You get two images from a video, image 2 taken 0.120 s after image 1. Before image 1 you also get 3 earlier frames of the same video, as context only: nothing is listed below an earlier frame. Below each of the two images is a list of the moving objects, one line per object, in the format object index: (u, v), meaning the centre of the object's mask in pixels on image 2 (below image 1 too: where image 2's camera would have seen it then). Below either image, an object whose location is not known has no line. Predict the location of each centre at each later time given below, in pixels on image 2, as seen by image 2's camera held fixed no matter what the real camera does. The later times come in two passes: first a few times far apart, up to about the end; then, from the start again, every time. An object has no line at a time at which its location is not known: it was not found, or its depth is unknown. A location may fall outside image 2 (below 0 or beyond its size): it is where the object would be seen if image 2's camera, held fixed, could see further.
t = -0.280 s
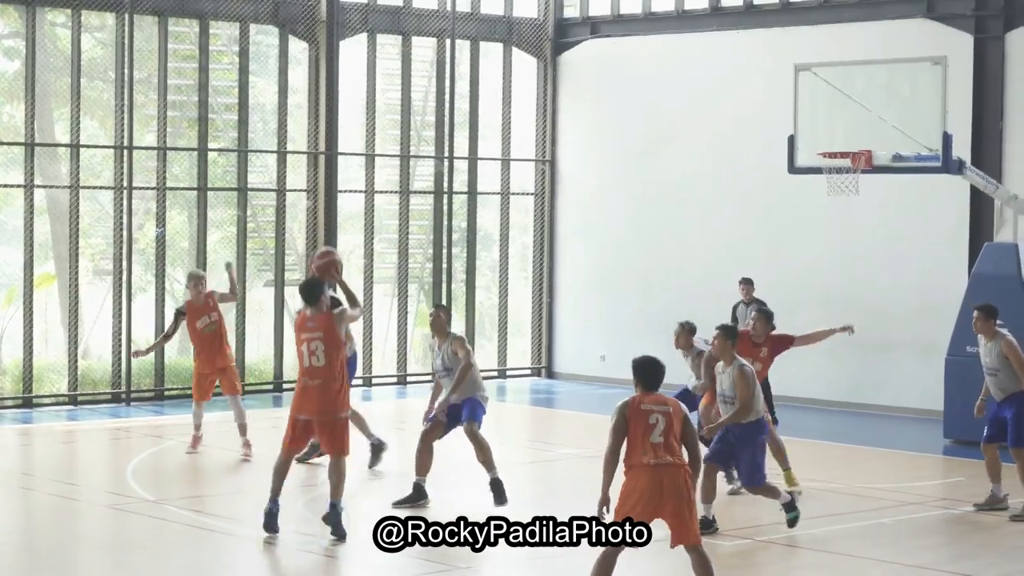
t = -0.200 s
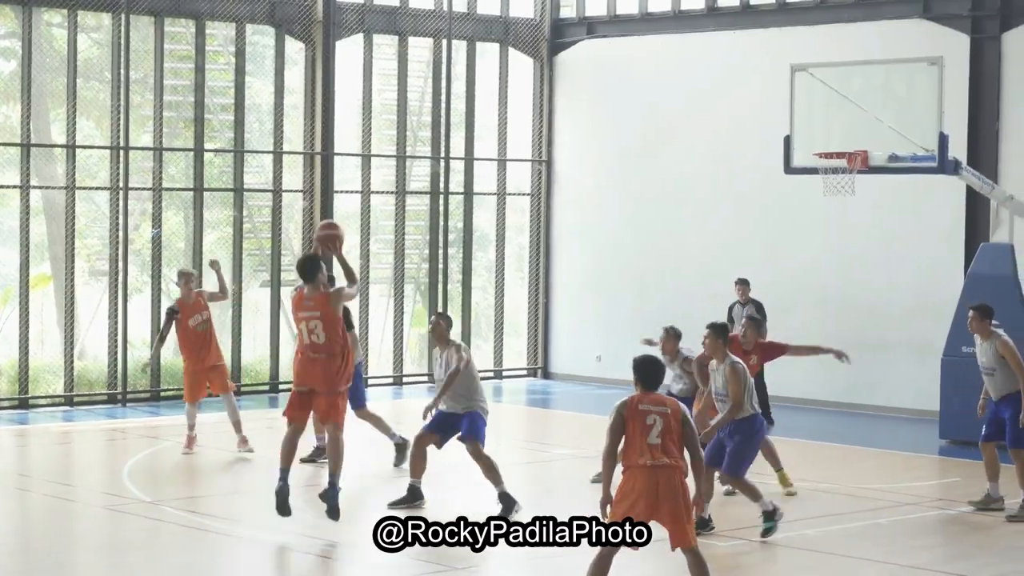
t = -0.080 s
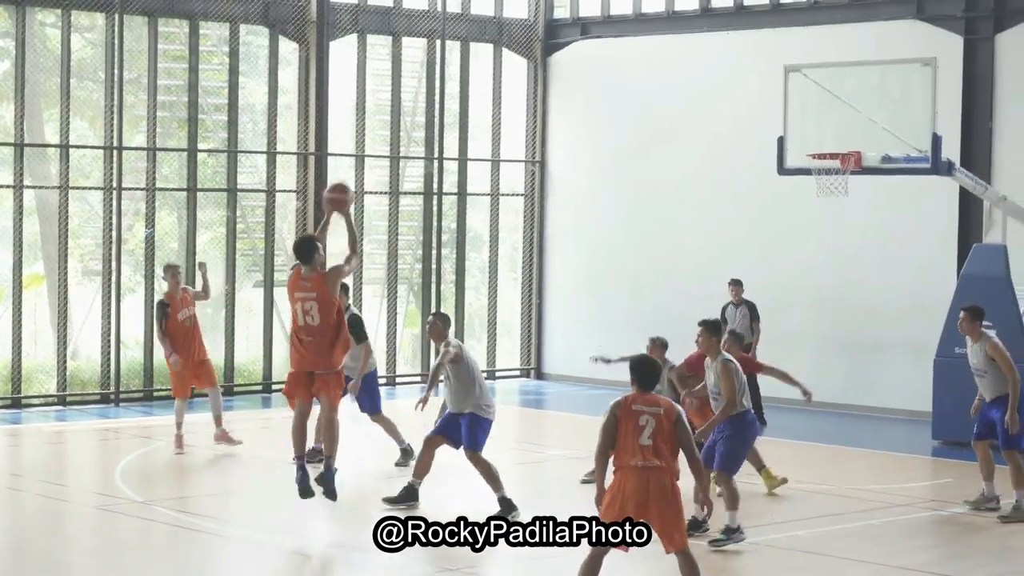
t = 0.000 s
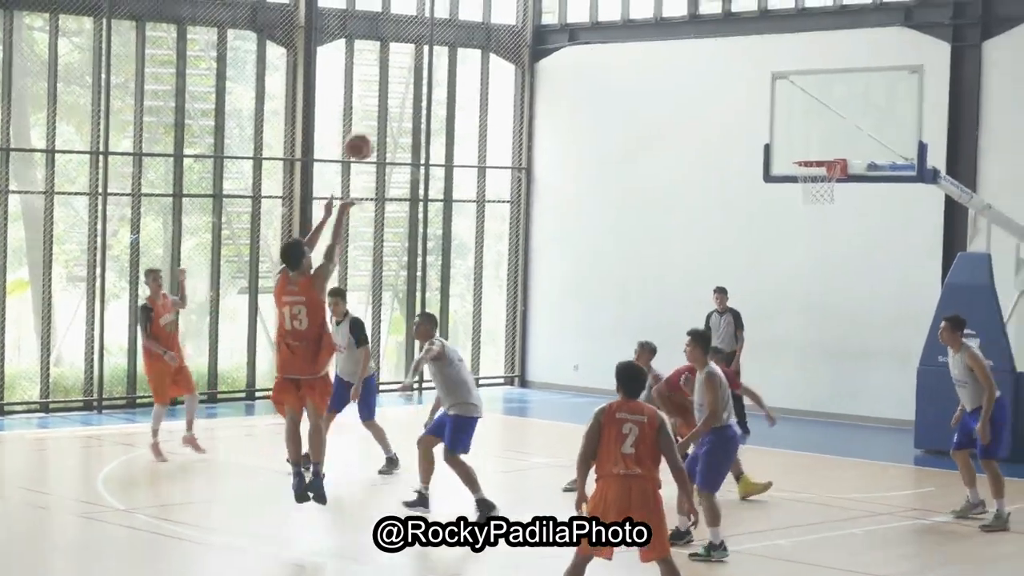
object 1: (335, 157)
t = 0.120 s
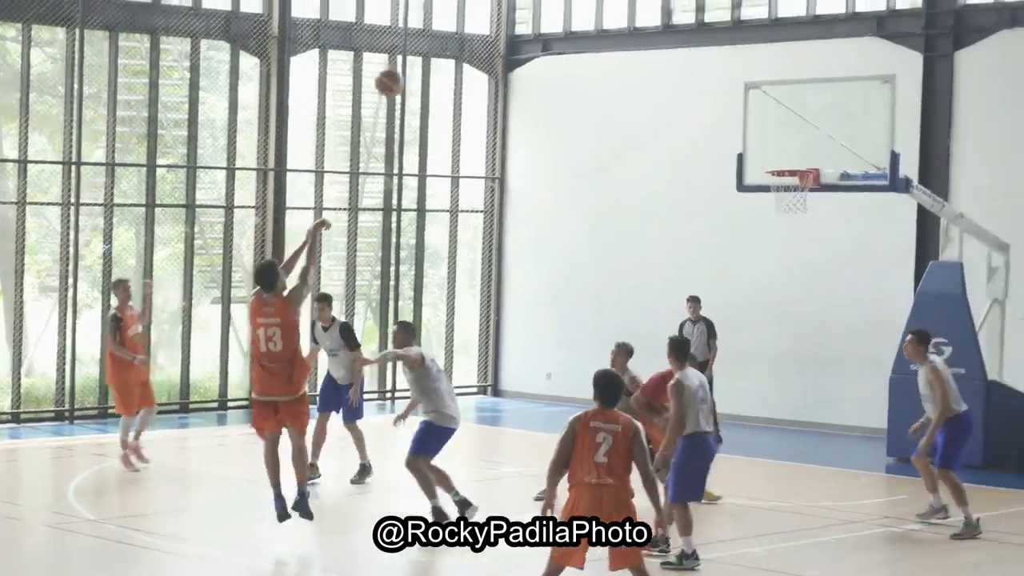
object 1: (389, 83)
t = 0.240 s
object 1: (439, 28)
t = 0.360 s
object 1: (488, -6)
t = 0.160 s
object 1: (406, 62)
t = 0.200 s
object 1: (422, 43)
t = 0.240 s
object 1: (439, 28)
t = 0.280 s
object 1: (457, 13)
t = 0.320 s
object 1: (472, 1)
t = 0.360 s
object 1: (488, -6)
